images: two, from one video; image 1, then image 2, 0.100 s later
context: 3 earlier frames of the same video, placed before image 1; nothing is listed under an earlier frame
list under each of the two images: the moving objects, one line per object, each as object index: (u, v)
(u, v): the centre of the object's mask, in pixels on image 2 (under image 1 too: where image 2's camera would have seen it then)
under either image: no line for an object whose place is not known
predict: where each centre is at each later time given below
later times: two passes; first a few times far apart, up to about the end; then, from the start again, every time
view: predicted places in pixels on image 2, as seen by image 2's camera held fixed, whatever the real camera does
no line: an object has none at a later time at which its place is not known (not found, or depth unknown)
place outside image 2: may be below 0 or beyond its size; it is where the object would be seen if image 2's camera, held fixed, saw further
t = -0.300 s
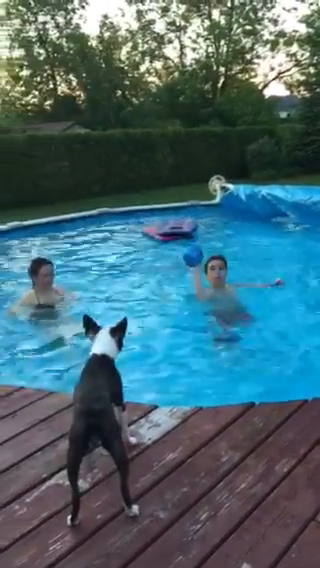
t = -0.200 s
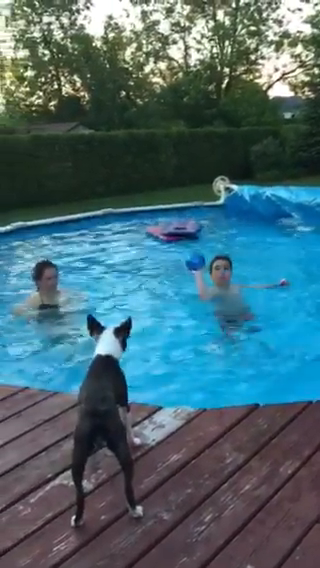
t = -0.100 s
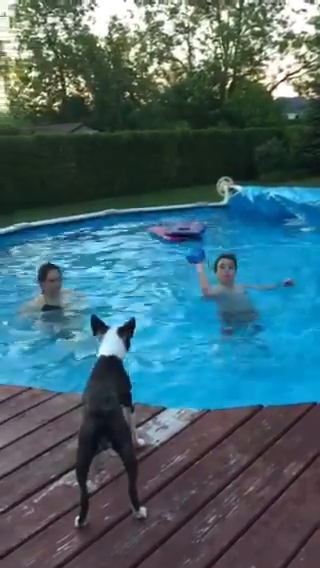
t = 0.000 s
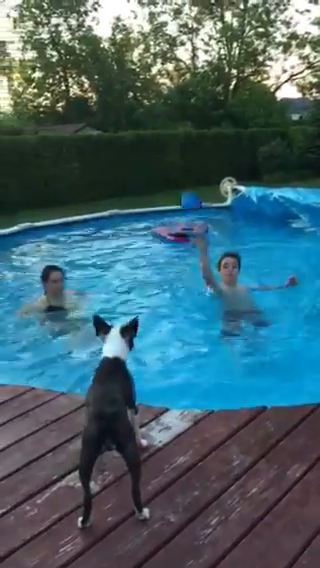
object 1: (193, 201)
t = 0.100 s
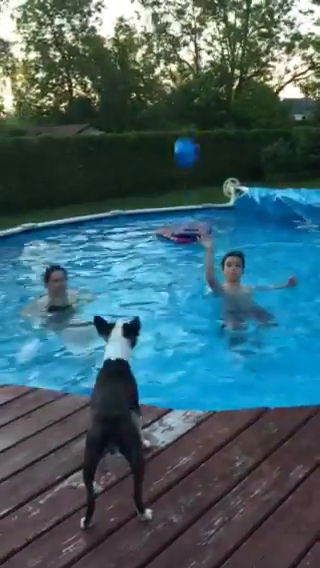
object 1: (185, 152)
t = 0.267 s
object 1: (169, 87)
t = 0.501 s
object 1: (143, 69)
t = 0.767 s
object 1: (110, 268)
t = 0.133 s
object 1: (182, 136)
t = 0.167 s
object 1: (179, 121)
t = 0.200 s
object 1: (176, 109)
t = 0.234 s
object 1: (172, 96)
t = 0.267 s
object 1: (169, 87)
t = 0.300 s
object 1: (167, 78)
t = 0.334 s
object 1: (162, 69)
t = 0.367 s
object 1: (159, 64)
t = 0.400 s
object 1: (154, 62)
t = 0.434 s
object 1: (152, 61)
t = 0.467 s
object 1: (148, 63)
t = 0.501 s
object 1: (143, 69)
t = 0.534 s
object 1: (139, 78)
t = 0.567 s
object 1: (135, 91)
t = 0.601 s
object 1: (131, 107)
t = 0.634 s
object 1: (126, 129)
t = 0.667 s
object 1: (122, 157)
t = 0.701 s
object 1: (118, 185)
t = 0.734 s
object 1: (114, 220)
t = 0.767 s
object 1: (110, 268)
